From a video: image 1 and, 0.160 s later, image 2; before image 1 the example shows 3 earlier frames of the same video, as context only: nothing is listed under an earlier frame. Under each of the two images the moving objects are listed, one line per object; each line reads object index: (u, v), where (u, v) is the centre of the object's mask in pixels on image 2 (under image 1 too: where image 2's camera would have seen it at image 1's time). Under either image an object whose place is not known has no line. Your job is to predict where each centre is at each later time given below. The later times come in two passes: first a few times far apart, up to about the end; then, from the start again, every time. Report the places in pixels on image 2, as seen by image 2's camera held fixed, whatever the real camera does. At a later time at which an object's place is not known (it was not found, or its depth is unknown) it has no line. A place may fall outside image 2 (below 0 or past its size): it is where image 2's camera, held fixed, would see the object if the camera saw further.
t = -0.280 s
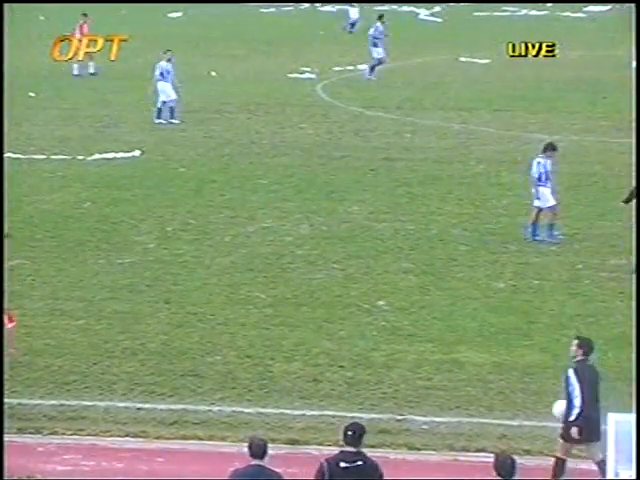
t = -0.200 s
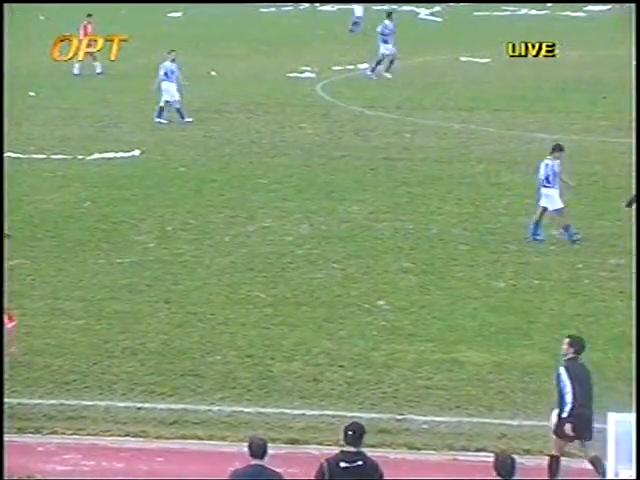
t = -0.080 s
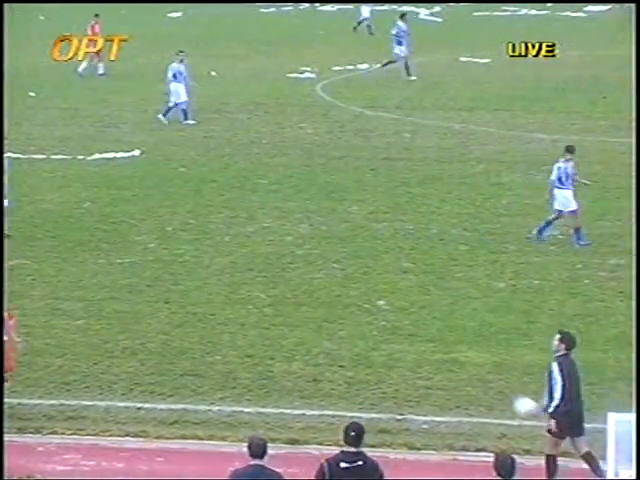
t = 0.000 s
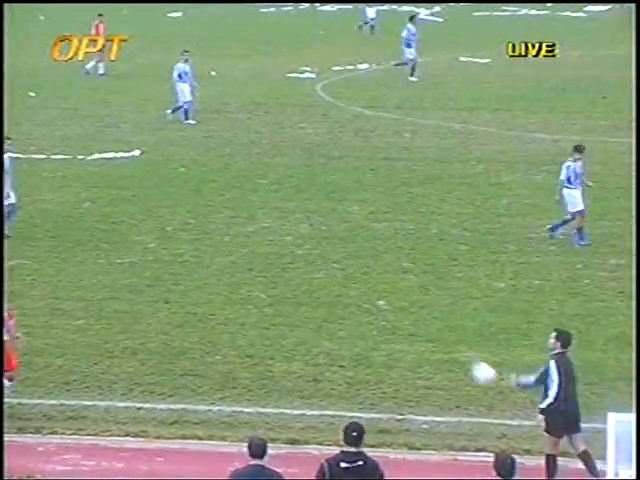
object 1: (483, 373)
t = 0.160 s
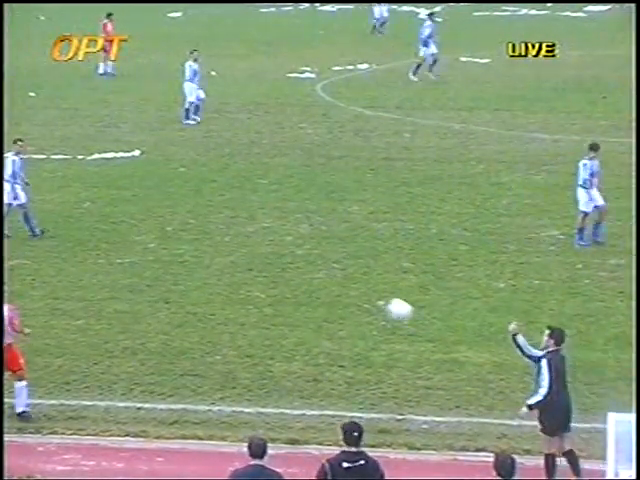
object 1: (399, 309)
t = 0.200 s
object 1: (379, 298)
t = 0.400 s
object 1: (278, 258)
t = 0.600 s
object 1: (181, 253)
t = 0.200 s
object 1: (379, 298)
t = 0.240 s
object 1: (358, 286)
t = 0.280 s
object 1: (338, 277)
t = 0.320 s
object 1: (318, 269)
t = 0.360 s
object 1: (298, 263)
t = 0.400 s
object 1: (278, 258)
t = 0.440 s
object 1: (259, 254)
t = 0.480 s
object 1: (239, 252)
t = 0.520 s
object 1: (220, 252)
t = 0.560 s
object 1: (200, 251)
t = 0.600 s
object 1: (181, 253)
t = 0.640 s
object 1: (162, 257)
